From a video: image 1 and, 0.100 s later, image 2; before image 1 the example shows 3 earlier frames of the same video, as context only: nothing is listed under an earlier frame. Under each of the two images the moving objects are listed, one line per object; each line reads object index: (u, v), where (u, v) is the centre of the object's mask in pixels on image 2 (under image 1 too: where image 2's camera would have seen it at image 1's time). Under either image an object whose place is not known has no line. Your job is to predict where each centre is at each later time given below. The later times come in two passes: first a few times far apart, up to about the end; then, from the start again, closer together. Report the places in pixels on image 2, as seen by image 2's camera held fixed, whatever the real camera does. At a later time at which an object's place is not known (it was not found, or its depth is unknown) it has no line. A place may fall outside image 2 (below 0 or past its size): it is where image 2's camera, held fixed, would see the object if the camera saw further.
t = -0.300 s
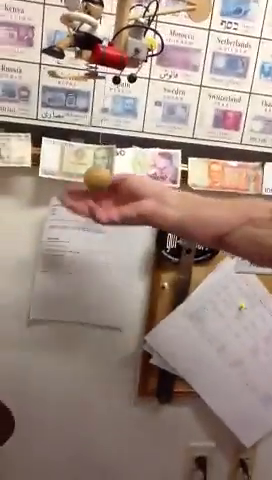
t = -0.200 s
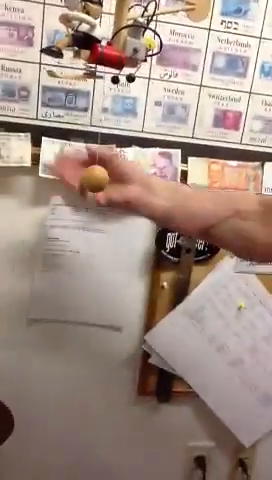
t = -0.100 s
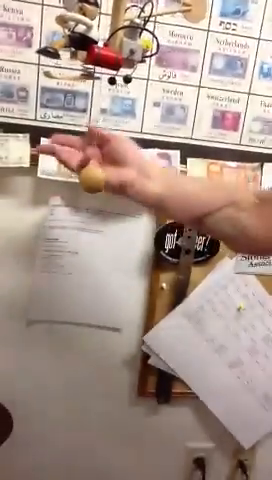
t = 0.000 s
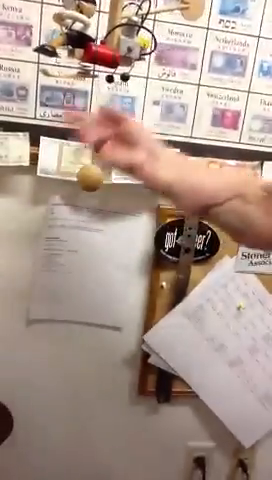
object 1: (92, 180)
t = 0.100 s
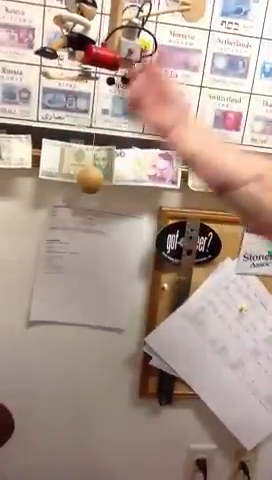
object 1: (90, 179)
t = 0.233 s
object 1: (89, 180)
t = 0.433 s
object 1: (90, 179)
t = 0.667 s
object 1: (90, 177)
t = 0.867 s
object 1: (90, 176)
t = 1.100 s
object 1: (90, 175)
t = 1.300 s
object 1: (90, 175)
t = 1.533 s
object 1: (89, 175)
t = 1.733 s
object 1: (86, 175)
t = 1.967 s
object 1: (83, 175)
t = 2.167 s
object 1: (82, 175)
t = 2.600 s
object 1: (78, 174)
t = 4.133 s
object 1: (77, 176)
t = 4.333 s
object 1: (78, 178)
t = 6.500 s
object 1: (81, 176)
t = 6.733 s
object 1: (83, 176)
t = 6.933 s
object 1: (84, 176)
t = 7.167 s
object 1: (85, 176)
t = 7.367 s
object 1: (86, 176)
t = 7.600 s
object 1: (88, 177)
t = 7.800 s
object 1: (89, 177)
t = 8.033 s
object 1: (89, 177)
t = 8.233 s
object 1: (88, 176)
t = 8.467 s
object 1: (88, 176)
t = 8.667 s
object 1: (87, 176)
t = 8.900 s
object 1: (86, 175)
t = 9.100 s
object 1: (86, 175)
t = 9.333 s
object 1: (86, 176)
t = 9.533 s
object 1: (86, 176)
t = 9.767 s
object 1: (87, 176)
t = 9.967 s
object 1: (87, 177)
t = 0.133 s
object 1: (90, 180)
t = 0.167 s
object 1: (90, 179)
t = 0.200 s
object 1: (89, 180)
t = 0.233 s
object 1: (89, 180)
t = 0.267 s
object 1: (89, 180)
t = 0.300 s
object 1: (90, 180)
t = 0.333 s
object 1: (90, 180)
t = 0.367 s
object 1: (90, 179)
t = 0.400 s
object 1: (90, 179)
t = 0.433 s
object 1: (90, 179)
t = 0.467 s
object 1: (90, 179)
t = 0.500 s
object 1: (90, 179)
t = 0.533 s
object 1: (90, 178)
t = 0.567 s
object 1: (90, 178)
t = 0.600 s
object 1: (90, 178)
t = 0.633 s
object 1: (90, 178)
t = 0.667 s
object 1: (90, 177)
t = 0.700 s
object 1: (90, 177)
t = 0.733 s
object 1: (90, 177)
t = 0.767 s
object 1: (90, 177)
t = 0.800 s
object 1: (90, 176)
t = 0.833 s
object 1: (90, 176)
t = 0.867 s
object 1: (90, 176)
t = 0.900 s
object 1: (90, 176)
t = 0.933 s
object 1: (90, 176)
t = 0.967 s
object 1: (90, 175)
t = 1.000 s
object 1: (90, 176)
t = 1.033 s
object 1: (90, 175)
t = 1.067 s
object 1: (90, 175)
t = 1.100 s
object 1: (90, 175)
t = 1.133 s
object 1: (90, 175)
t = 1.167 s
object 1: (90, 175)
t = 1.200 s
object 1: (90, 175)
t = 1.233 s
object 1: (90, 175)
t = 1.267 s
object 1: (90, 175)
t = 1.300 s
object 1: (90, 175)
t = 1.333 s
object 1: (90, 175)
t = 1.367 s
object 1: (90, 175)
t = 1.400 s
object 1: (90, 175)
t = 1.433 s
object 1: (89, 175)
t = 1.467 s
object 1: (89, 175)
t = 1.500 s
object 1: (89, 175)
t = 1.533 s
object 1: (89, 175)
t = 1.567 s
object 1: (88, 175)
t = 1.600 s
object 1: (88, 175)
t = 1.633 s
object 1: (87, 175)
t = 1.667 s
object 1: (87, 175)
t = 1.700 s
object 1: (86, 175)
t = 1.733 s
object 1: (86, 175)
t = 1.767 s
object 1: (85, 175)
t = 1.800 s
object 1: (85, 175)
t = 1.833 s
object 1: (84, 175)
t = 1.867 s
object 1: (84, 175)
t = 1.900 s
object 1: (84, 175)
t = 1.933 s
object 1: (83, 175)
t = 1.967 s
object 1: (83, 175)
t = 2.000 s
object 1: (83, 175)
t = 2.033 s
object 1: (83, 175)
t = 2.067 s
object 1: (82, 175)
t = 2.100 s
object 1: (82, 175)
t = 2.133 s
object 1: (82, 176)
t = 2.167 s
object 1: (82, 175)
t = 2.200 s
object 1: (81, 175)
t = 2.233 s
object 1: (81, 175)
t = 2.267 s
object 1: (81, 175)
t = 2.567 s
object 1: (79, 174)
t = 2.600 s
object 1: (78, 174)
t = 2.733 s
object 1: (78, 174)
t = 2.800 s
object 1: (78, 174)
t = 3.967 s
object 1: (78, 175)
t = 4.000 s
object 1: (78, 176)
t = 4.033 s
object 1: (77, 176)
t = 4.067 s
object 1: (77, 176)
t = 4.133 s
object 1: (77, 176)
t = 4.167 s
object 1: (78, 176)
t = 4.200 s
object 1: (78, 177)
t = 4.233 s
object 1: (78, 177)
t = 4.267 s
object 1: (78, 177)
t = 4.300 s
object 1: (78, 178)
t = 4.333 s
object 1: (78, 178)
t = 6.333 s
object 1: (81, 175)
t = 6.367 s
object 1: (81, 175)
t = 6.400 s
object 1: (81, 175)
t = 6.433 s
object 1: (81, 175)
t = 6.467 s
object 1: (81, 175)
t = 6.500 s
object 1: (81, 176)
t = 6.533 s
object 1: (82, 175)
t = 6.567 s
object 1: (82, 175)
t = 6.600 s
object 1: (82, 175)
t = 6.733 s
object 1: (83, 176)
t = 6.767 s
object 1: (83, 176)
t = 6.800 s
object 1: (83, 176)
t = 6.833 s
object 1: (84, 176)
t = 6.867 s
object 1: (84, 176)
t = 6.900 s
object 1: (84, 176)
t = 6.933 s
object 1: (84, 176)
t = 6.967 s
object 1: (84, 176)
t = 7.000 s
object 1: (84, 176)
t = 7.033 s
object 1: (84, 176)
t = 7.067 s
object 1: (84, 176)
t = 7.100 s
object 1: (85, 176)
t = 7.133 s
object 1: (85, 176)
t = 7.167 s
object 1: (85, 176)
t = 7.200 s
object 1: (85, 176)
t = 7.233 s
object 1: (85, 176)
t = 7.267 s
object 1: (86, 176)
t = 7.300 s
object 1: (86, 176)
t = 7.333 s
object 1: (86, 176)
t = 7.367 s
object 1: (86, 176)
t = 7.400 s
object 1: (86, 176)
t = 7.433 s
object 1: (87, 176)
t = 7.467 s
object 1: (87, 176)
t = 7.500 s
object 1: (87, 176)
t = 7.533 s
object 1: (87, 176)
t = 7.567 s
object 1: (88, 176)
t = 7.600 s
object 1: (88, 177)
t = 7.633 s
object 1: (88, 177)
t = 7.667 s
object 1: (88, 177)
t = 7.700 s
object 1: (89, 177)
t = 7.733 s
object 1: (89, 177)
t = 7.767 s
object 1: (89, 177)
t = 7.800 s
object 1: (89, 177)
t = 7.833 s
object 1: (89, 177)
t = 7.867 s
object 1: (89, 177)
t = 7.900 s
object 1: (89, 177)
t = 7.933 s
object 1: (89, 177)
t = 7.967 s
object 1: (89, 177)
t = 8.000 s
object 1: (89, 177)
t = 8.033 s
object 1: (89, 177)
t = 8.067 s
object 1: (89, 177)
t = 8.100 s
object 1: (89, 177)
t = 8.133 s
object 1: (89, 177)
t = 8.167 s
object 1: (88, 177)
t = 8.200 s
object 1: (88, 177)
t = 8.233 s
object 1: (88, 176)
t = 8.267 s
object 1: (88, 176)
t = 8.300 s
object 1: (88, 176)
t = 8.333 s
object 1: (88, 176)
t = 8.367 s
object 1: (88, 176)
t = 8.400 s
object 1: (88, 176)
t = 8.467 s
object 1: (88, 176)
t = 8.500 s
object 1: (88, 176)
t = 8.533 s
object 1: (88, 176)
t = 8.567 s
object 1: (88, 176)
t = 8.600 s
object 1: (88, 176)
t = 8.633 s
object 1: (87, 176)
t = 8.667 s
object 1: (87, 176)
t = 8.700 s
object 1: (87, 175)
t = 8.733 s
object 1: (87, 175)
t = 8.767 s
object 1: (87, 175)
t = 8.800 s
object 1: (86, 175)
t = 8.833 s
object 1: (86, 175)
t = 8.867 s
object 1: (86, 175)
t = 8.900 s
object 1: (86, 175)
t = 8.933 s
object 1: (86, 175)
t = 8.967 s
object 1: (86, 175)
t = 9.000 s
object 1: (86, 175)
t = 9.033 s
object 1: (85, 175)
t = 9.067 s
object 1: (86, 175)
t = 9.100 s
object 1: (86, 175)
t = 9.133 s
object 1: (86, 175)
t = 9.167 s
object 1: (86, 175)
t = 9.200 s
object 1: (86, 175)
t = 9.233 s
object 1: (86, 175)
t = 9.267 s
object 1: (86, 175)
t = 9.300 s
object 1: (86, 176)
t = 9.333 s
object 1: (86, 176)
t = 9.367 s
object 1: (86, 176)
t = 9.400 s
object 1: (87, 176)
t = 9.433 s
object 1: (86, 176)
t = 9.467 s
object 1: (87, 176)
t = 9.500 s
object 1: (86, 176)
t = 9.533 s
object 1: (86, 176)
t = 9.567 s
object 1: (87, 176)
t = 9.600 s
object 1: (87, 176)
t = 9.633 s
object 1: (87, 177)
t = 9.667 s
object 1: (87, 176)
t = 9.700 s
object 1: (87, 177)
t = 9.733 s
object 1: (87, 176)
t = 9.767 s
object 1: (87, 176)
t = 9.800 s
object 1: (87, 176)
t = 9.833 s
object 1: (87, 176)
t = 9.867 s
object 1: (87, 176)
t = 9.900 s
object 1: (87, 176)
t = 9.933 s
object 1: (87, 177)
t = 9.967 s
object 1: (87, 177)
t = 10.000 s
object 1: (87, 177)
